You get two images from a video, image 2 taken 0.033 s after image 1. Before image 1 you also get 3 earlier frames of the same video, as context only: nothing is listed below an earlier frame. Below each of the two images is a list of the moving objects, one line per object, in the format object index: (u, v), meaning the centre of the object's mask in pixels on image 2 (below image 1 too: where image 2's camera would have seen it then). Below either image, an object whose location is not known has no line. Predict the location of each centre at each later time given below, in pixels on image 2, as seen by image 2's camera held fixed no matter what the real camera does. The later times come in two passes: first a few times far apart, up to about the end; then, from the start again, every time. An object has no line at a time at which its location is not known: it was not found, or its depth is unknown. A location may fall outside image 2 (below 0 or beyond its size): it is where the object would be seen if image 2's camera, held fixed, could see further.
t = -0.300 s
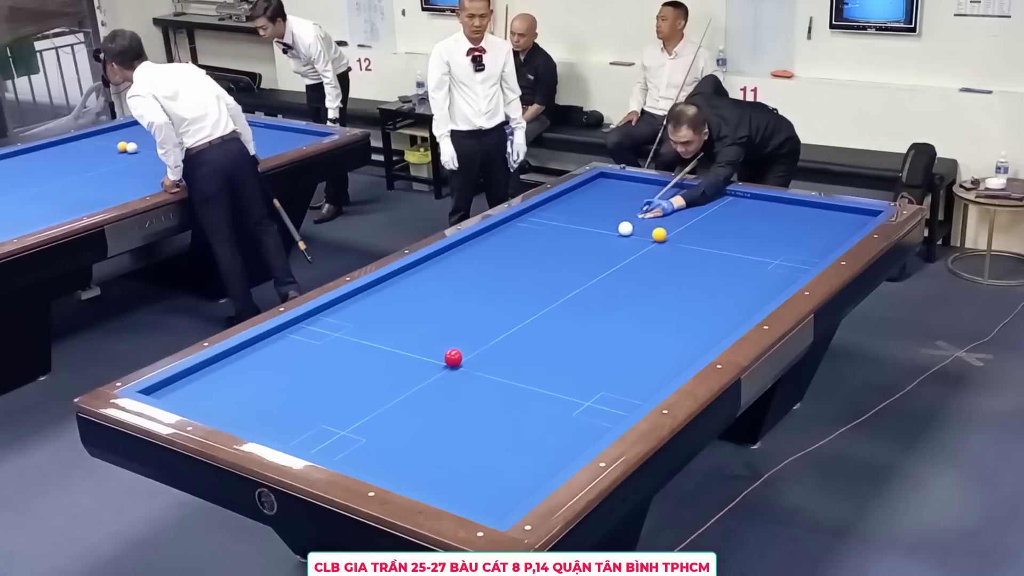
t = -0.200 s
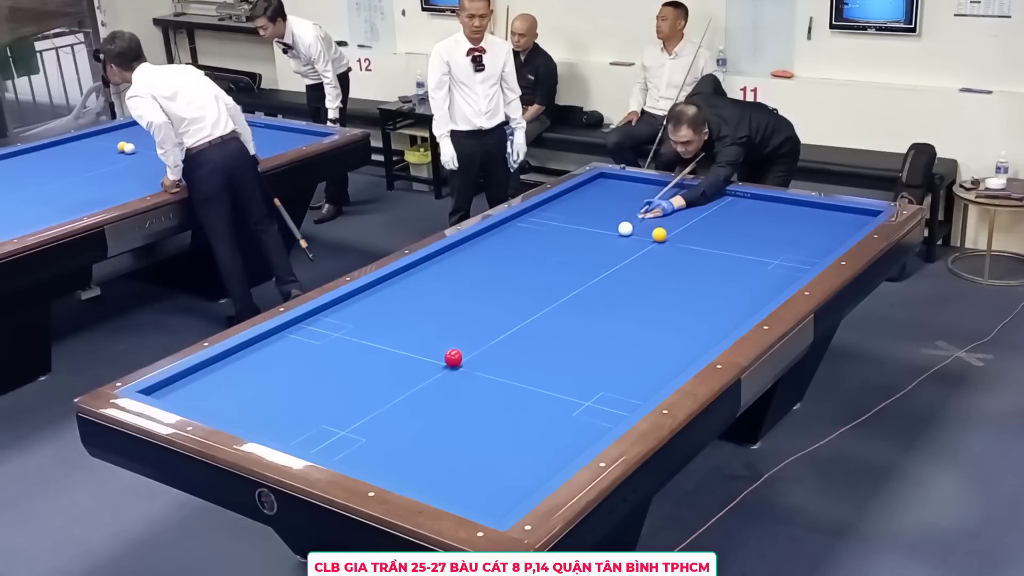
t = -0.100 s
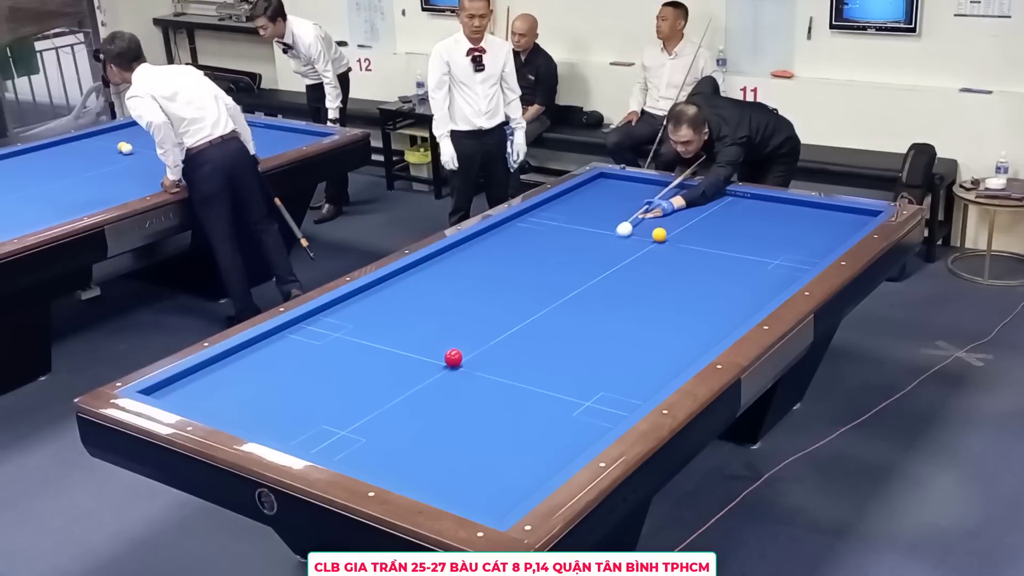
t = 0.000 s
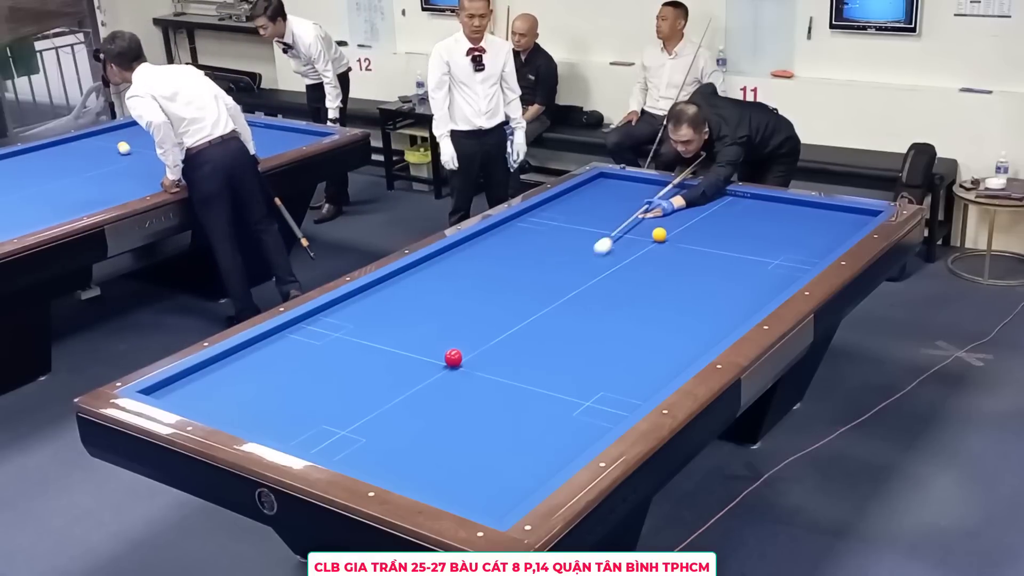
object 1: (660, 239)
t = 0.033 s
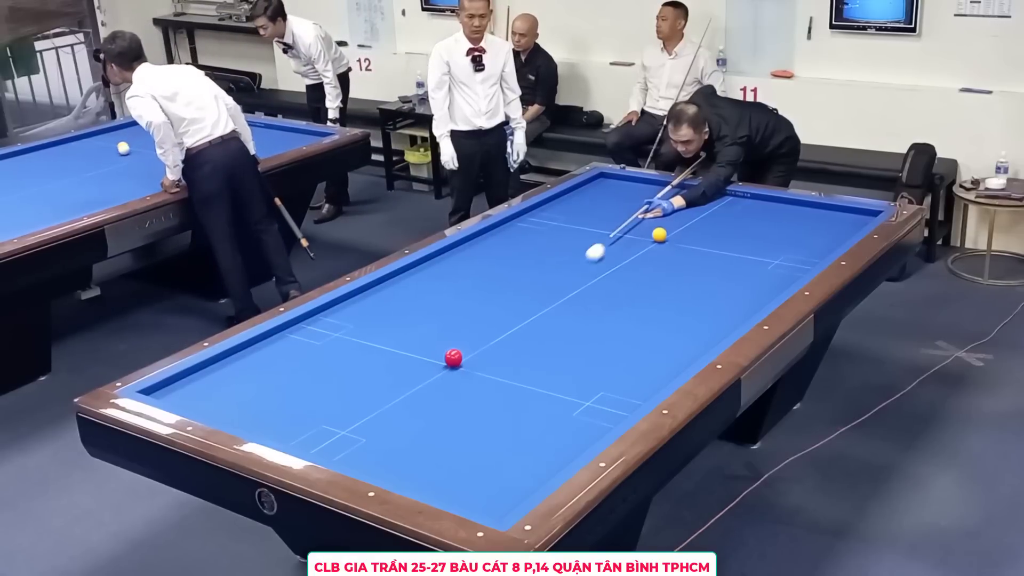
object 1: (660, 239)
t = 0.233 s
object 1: (660, 239)
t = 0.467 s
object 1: (660, 238)
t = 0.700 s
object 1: (660, 238)
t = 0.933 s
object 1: (660, 238)
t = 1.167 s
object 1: (660, 239)
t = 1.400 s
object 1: (660, 239)
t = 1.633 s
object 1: (660, 239)
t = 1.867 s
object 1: (660, 239)
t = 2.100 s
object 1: (660, 239)
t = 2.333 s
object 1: (660, 238)
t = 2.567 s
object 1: (660, 238)
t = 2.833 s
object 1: (660, 238)
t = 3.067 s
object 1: (660, 238)
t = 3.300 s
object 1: (660, 238)
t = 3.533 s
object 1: (660, 238)
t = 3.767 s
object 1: (660, 238)
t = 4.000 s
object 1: (660, 238)
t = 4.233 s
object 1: (660, 238)
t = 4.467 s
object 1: (660, 238)
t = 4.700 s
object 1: (660, 238)
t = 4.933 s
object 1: (660, 238)
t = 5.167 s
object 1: (660, 238)
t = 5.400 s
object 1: (660, 238)
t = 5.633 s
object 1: (663, 237)
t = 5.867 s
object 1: (672, 232)
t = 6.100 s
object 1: (680, 229)
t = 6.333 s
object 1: (688, 225)
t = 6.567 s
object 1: (695, 222)
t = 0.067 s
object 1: (660, 239)
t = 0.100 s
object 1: (660, 239)
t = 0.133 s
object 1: (660, 239)
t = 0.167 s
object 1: (660, 239)
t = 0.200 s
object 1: (660, 239)
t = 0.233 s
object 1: (660, 239)
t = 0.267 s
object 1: (660, 238)
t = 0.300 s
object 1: (660, 238)
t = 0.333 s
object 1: (660, 239)
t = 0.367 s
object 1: (660, 239)
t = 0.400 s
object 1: (660, 238)
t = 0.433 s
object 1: (660, 238)
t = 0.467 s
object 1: (660, 238)
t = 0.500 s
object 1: (660, 238)
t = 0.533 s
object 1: (660, 239)
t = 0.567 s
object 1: (660, 238)
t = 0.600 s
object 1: (660, 238)
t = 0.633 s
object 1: (660, 238)
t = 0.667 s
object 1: (660, 238)
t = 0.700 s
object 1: (660, 238)
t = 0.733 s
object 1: (660, 238)
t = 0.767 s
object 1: (660, 238)
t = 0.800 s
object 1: (660, 238)
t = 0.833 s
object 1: (660, 238)
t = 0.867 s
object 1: (660, 238)
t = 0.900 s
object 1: (660, 238)
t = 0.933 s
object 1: (660, 238)
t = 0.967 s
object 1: (660, 238)
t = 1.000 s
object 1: (660, 239)
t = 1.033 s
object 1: (660, 239)
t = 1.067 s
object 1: (660, 238)
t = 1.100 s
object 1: (660, 239)
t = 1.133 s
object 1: (660, 239)
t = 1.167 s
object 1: (660, 239)
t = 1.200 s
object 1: (660, 239)
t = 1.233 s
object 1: (660, 239)
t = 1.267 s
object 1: (660, 239)
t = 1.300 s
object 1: (660, 239)
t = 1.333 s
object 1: (660, 239)
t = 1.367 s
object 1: (660, 239)
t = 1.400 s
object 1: (660, 239)
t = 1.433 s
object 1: (660, 239)
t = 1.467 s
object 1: (660, 239)
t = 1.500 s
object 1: (660, 239)
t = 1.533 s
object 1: (660, 239)
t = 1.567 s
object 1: (660, 239)
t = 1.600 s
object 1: (660, 239)
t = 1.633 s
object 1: (660, 239)
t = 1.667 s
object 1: (660, 239)
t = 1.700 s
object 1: (660, 239)
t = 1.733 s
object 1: (660, 239)
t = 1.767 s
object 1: (660, 239)
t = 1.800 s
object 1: (660, 239)
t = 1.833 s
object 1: (660, 239)
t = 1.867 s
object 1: (660, 239)
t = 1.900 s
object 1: (660, 239)
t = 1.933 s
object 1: (660, 239)
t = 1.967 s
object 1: (660, 239)
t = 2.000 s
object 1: (660, 239)
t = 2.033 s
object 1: (660, 239)
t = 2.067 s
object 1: (660, 238)
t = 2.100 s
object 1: (660, 239)
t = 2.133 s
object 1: (660, 239)
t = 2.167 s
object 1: (660, 238)
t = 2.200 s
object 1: (660, 239)
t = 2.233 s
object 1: (660, 239)
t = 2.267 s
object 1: (660, 239)
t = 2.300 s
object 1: (660, 239)
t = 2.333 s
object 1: (660, 238)
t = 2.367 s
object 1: (660, 238)
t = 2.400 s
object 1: (660, 239)
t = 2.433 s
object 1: (660, 239)
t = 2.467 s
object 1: (660, 238)
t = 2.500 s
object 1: (660, 238)
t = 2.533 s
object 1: (660, 238)
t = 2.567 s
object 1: (660, 238)
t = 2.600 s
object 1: (660, 238)
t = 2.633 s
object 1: (660, 238)
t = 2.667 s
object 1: (660, 238)
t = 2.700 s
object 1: (660, 238)
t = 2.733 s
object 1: (660, 238)
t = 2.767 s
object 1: (660, 238)
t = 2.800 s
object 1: (660, 238)
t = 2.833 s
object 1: (660, 238)
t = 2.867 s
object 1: (660, 238)
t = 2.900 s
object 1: (660, 238)
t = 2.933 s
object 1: (660, 238)
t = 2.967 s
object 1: (660, 238)
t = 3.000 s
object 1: (660, 238)
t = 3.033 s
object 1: (660, 238)
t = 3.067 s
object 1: (660, 238)
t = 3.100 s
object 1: (660, 238)
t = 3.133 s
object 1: (660, 238)
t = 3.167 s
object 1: (660, 238)
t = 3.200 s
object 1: (660, 238)
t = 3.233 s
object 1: (660, 238)
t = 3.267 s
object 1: (660, 238)
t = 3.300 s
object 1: (660, 238)
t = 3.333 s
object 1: (660, 238)
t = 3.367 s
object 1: (660, 238)
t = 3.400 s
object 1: (660, 238)
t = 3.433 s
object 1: (660, 238)
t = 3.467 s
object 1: (660, 238)
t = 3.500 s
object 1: (660, 238)
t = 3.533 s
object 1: (660, 238)
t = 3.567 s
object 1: (660, 238)
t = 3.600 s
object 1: (660, 238)
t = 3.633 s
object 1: (660, 238)
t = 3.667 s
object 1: (660, 238)
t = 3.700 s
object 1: (660, 238)
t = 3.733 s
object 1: (660, 238)
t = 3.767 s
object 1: (660, 238)
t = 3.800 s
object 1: (660, 238)
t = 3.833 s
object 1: (660, 238)
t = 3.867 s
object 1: (660, 238)
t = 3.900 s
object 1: (660, 238)
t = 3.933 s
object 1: (660, 238)
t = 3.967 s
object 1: (660, 238)
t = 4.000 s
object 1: (660, 238)
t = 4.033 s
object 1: (660, 238)
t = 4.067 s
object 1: (660, 238)
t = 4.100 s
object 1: (660, 238)
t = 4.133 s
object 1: (660, 238)
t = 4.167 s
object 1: (660, 238)
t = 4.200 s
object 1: (660, 238)
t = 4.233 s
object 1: (660, 238)
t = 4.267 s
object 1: (660, 238)
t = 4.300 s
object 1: (660, 238)
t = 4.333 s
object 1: (660, 238)
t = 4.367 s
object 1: (660, 238)
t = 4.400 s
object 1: (660, 238)
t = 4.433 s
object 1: (660, 238)
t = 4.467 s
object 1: (660, 238)
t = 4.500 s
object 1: (660, 238)
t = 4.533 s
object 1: (660, 238)
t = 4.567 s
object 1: (660, 238)
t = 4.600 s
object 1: (660, 238)
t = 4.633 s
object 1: (660, 238)
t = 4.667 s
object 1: (660, 238)
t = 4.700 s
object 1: (660, 238)
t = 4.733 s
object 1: (660, 238)
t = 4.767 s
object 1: (660, 238)
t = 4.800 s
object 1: (660, 238)
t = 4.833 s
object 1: (660, 238)
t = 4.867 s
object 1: (660, 238)
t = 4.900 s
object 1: (660, 238)
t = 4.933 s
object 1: (660, 238)
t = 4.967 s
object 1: (660, 238)
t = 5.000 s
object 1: (660, 238)
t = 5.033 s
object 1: (660, 238)
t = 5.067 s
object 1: (660, 238)
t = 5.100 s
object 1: (660, 238)
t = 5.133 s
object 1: (660, 238)
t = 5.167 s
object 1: (660, 238)
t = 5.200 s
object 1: (660, 238)
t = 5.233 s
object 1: (660, 238)
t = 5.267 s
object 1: (660, 238)
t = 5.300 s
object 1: (660, 238)
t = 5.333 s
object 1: (660, 238)
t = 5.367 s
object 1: (660, 238)
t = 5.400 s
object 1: (660, 238)
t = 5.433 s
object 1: (660, 238)
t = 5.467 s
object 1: (660, 238)
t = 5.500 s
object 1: (660, 238)
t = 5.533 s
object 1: (660, 238)
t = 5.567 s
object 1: (660, 238)
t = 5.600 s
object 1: (661, 238)
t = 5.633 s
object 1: (663, 237)
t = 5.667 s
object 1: (664, 236)
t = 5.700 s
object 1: (666, 235)
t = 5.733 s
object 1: (667, 235)
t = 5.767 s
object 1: (669, 235)
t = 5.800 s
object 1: (670, 234)
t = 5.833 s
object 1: (671, 233)
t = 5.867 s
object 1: (672, 232)
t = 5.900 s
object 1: (673, 232)
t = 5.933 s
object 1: (674, 231)
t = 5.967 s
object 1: (675, 231)
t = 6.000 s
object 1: (676, 230)
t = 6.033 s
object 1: (677, 229)
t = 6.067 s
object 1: (679, 229)
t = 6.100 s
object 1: (680, 229)
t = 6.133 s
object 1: (681, 229)
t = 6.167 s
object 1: (682, 228)
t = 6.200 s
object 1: (683, 228)
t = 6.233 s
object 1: (684, 228)
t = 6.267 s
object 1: (685, 227)
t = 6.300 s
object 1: (687, 226)
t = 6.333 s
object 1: (688, 225)
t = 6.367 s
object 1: (689, 224)
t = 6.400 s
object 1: (690, 224)
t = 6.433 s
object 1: (691, 224)
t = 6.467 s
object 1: (692, 223)
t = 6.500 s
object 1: (692, 222)
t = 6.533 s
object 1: (693, 221)
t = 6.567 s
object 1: (695, 222)
